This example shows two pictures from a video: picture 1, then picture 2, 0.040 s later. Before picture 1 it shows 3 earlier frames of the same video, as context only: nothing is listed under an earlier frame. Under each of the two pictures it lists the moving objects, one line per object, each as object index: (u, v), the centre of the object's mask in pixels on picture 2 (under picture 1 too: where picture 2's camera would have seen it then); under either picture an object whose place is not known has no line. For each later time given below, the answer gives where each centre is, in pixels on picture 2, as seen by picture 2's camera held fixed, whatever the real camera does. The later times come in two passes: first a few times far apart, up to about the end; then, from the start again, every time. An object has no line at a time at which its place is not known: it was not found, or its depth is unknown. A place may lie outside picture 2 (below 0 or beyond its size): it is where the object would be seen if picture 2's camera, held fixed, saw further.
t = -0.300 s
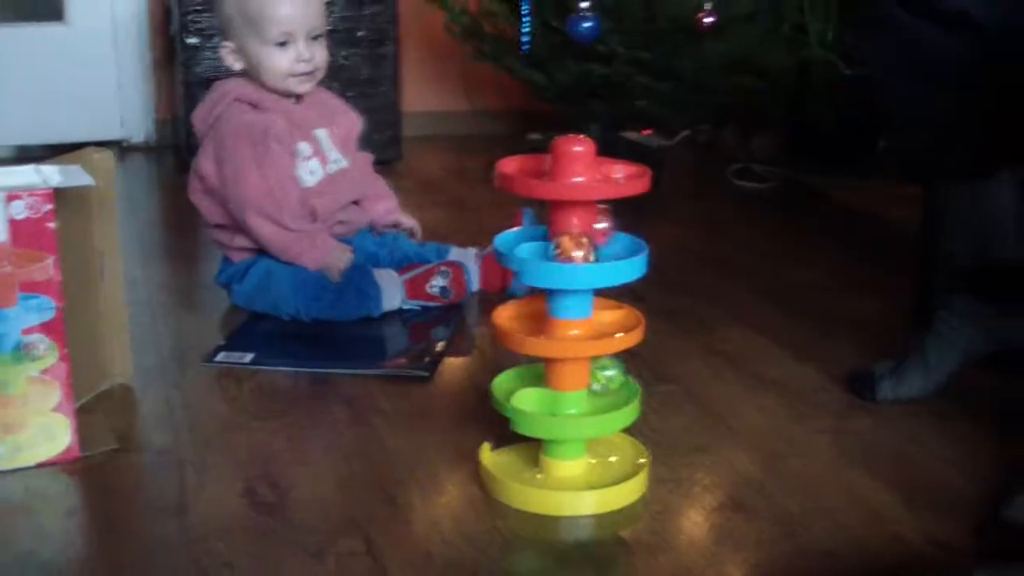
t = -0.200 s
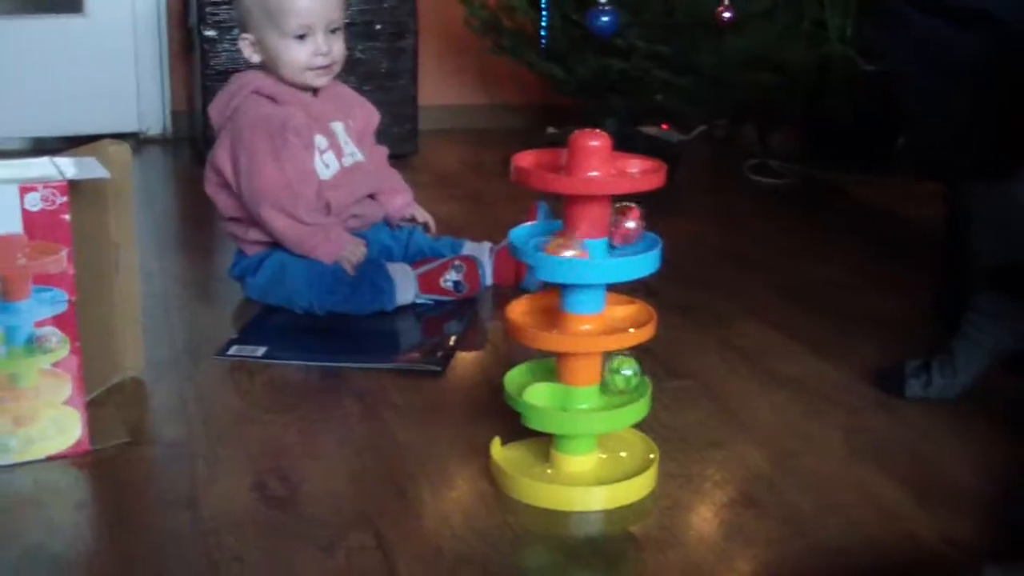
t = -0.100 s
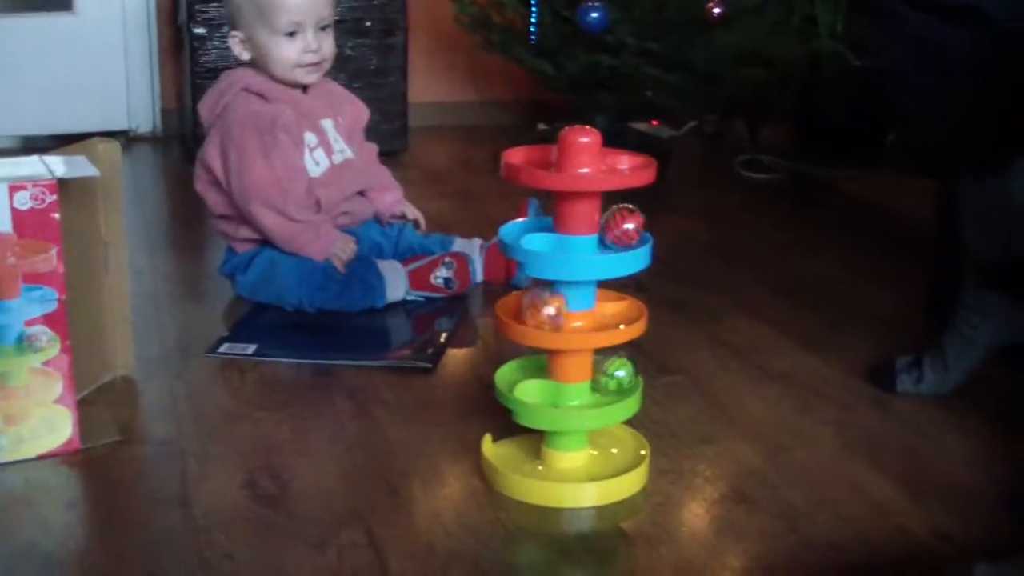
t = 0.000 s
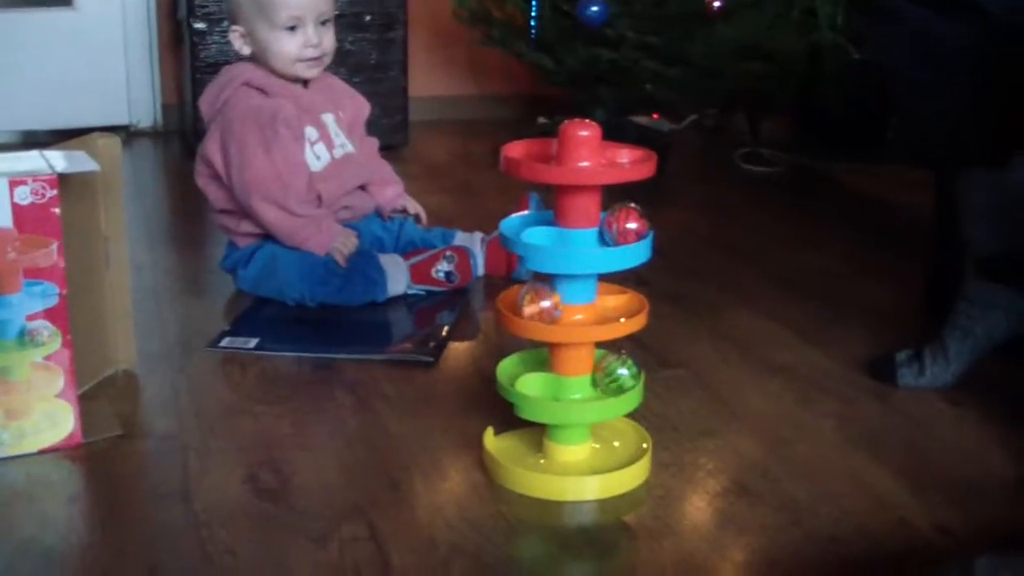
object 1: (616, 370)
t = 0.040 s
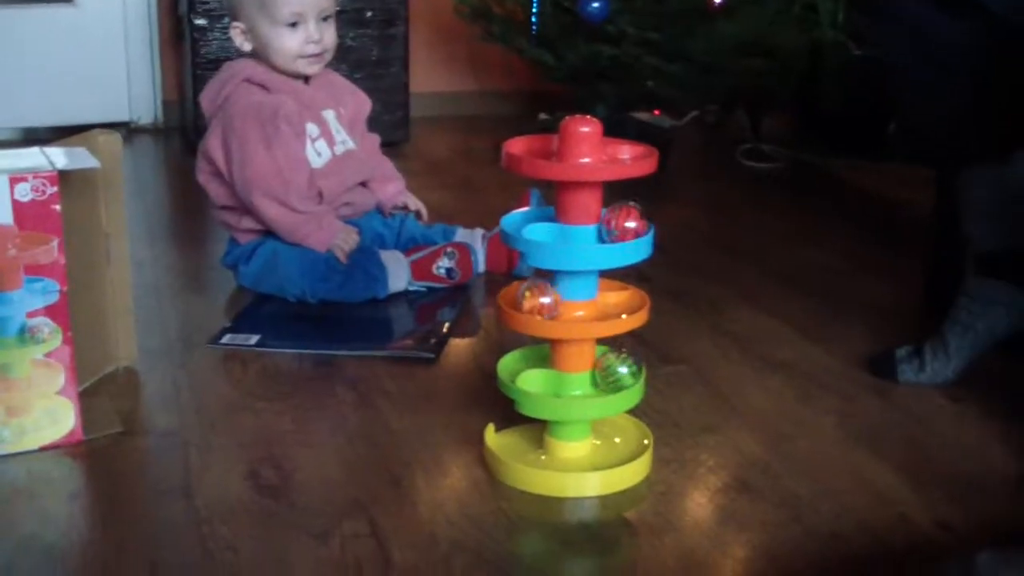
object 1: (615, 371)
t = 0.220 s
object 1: (597, 378)
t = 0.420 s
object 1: (551, 383)
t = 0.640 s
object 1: (524, 439)
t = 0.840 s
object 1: (533, 443)
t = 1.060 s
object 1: (520, 440)
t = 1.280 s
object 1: (510, 434)
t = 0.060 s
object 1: (614, 372)
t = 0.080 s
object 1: (614, 372)
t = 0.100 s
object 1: (613, 373)
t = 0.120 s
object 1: (611, 373)
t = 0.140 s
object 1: (609, 375)
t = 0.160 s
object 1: (607, 376)
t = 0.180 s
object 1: (603, 377)
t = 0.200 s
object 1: (600, 378)
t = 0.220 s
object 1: (597, 378)
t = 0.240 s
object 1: (594, 379)
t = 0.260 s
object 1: (591, 381)
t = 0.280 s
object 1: (586, 381)
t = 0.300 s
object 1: (582, 381)
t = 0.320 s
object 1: (578, 382)
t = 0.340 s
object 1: (575, 382)
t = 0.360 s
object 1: (569, 382)
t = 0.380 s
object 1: (562, 383)
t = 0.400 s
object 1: (558, 383)
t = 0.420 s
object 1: (551, 383)
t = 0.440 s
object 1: (547, 384)
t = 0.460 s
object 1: (545, 387)
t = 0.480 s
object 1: (534, 430)
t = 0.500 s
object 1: (535, 433)
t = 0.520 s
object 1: (539, 443)
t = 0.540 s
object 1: (534, 443)
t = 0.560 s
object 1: (531, 441)
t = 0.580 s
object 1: (528, 440)
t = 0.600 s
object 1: (526, 440)
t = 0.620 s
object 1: (525, 439)
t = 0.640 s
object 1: (524, 439)
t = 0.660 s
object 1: (524, 439)
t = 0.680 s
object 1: (524, 440)
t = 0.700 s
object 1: (525, 441)
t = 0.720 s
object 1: (528, 443)
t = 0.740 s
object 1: (531, 446)
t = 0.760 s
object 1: (531, 444)
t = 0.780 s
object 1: (533, 443)
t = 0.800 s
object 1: (533, 445)
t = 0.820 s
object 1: (534, 444)
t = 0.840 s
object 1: (533, 443)
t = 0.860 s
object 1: (533, 443)
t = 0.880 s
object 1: (533, 443)
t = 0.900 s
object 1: (532, 443)
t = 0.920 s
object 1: (530, 443)
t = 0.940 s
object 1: (529, 443)
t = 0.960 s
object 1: (527, 443)
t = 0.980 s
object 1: (526, 442)
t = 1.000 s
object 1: (524, 442)
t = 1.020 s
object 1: (523, 441)
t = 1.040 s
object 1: (522, 441)
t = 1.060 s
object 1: (520, 440)
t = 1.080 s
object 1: (518, 440)
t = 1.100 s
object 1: (517, 440)
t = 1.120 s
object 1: (515, 439)
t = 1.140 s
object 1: (515, 438)
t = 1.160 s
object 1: (514, 438)
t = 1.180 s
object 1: (513, 437)
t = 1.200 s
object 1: (512, 437)
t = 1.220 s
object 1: (511, 436)
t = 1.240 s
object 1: (511, 436)
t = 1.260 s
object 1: (511, 435)
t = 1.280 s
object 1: (510, 434)
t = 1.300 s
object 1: (510, 433)
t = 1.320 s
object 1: (510, 432)
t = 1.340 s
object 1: (510, 432)
